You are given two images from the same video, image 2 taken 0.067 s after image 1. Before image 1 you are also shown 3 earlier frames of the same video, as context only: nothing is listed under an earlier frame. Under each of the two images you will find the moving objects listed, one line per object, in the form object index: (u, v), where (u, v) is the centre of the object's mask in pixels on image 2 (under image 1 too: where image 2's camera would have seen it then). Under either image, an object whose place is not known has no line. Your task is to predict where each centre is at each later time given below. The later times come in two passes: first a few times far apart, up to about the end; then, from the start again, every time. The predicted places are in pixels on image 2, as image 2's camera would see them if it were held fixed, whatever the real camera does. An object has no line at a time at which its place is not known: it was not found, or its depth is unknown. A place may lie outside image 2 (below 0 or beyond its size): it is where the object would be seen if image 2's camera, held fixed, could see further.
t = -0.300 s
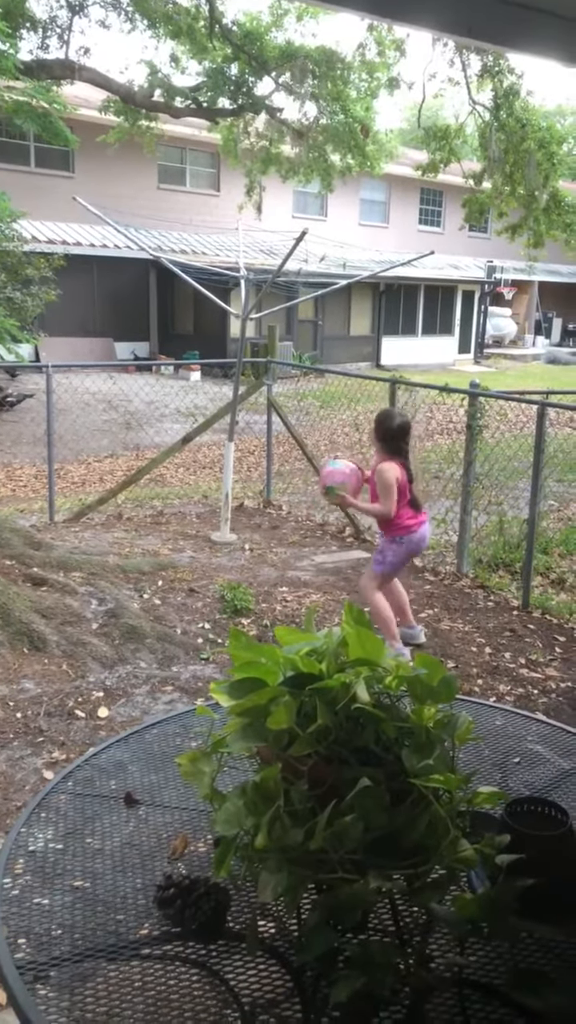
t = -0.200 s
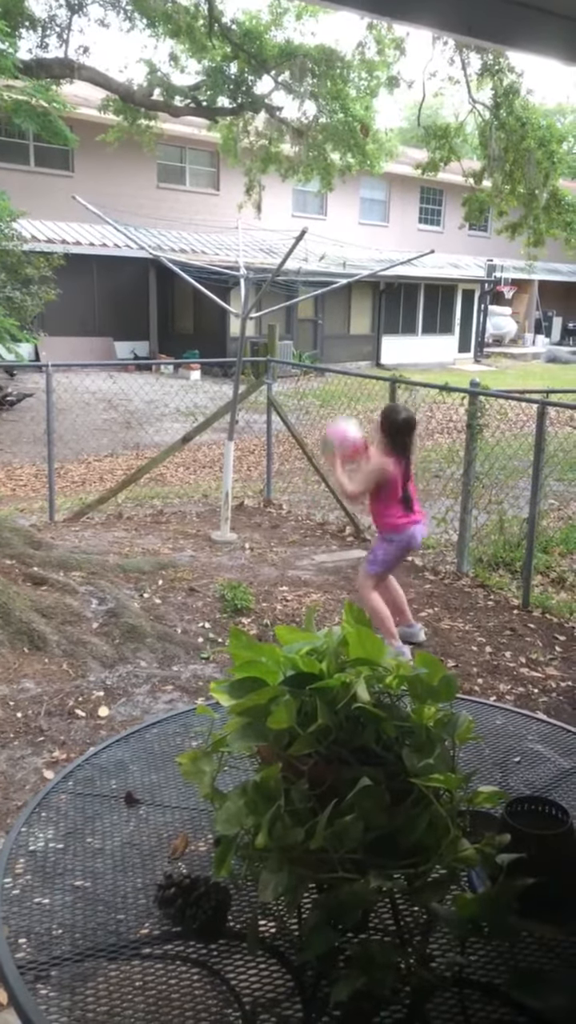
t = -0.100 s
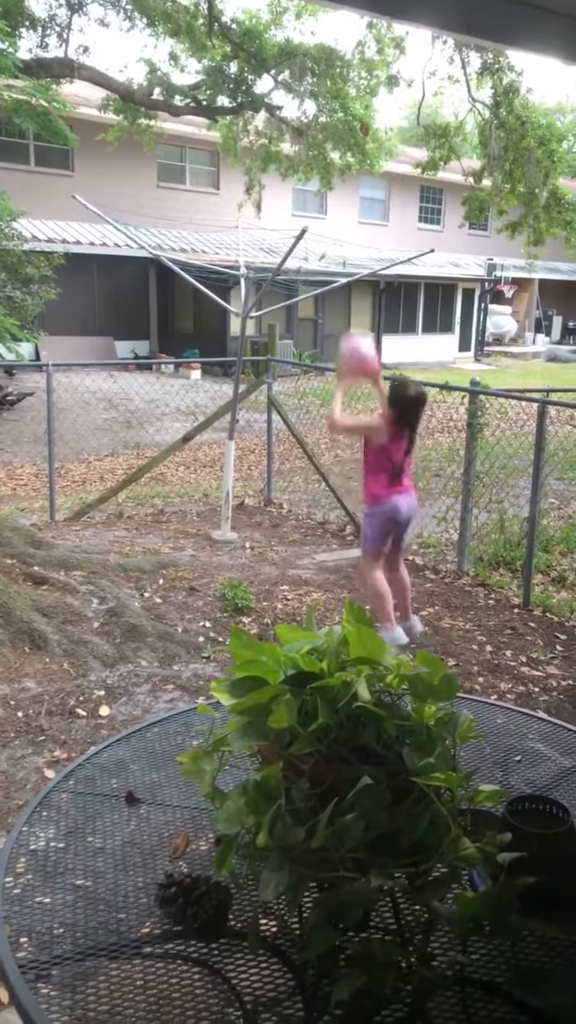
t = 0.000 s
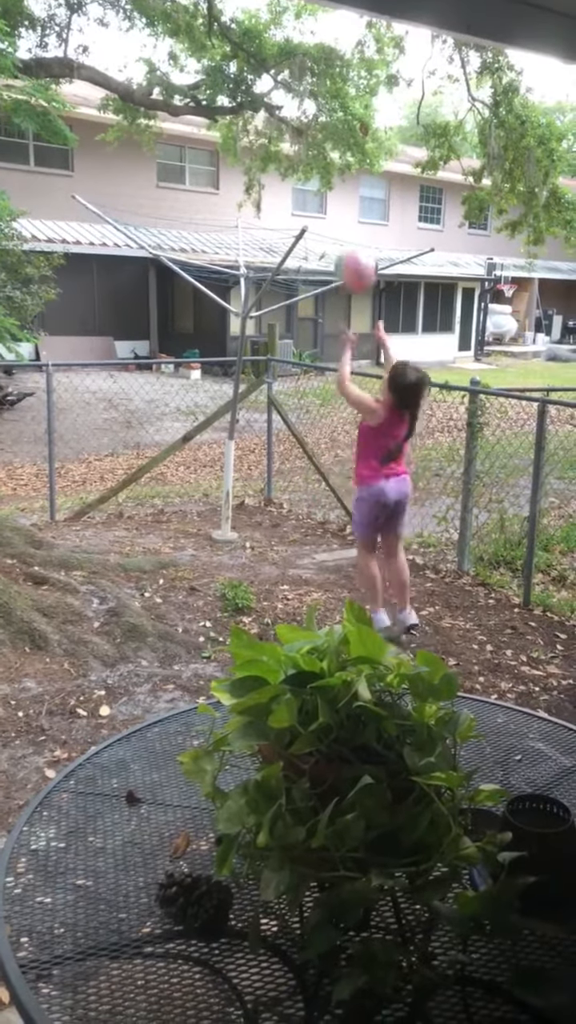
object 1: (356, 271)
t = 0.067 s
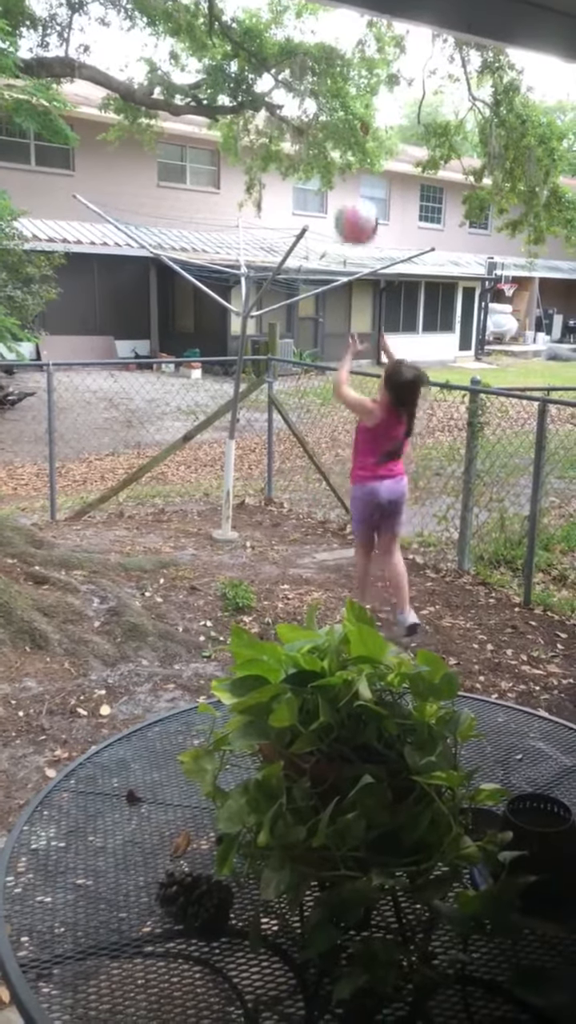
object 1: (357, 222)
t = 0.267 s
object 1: (357, 153)
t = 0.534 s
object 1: (358, 180)
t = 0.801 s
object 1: (352, 266)
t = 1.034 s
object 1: (333, 272)
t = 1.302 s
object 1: (304, 280)
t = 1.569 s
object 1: (271, 333)
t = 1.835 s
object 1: (240, 477)
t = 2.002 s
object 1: (240, 509)
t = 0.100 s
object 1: (356, 202)
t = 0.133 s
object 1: (356, 188)
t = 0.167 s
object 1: (357, 176)
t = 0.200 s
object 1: (358, 166)
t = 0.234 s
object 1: (357, 158)
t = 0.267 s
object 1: (357, 153)
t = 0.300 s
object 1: (357, 150)
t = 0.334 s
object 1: (357, 150)
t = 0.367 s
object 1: (357, 150)
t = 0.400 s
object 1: (358, 152)
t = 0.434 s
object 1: (358, 156)
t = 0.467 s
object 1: (359, 162)
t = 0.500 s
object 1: (358, 170)
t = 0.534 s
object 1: (358, 180)
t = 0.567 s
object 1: (358, 191)
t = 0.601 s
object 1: (357, 204)
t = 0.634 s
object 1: (357, 219)
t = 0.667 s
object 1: (357, 235)
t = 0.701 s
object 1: (355, 254)
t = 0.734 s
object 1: (354, 268)
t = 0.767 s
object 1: (352, 268)
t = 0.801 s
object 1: (352, 266)
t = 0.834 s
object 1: (350, 264)
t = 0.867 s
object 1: (348, 264)
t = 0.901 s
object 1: (346, 264)
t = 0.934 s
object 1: (344, 266)
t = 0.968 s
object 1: (341, 268)
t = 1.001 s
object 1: (339, 270)
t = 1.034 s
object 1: (333, 272)
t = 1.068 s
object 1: (331, 273)
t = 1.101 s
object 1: (328, 274)
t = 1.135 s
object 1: (323, 275)
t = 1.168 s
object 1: (318, 277)
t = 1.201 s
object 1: (316, 276)
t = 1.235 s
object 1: (312, 276)
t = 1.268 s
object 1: (307, 282)
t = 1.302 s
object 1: (304, 280)
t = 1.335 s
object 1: (298, 284)
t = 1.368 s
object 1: (294, 289)
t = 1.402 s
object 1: (290, 293)
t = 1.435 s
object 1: (287, 297)
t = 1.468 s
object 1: (283, 303)
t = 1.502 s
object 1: (279, 312)
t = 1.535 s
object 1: (275, 322)
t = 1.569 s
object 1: (271, 333)
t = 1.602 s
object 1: (266, 345)
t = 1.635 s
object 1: (263, 360)
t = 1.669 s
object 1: (258, 374)
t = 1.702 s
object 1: (255, 393)
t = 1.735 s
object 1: (250, 412)
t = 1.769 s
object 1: (246, 431)
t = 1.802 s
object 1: (244, 454)
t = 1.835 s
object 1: (240, 477)
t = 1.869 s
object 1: (236, 500)
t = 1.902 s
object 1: (233, 524)
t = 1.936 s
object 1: (232, 541)
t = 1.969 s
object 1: (237, 525)
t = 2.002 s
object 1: (240, 509)
